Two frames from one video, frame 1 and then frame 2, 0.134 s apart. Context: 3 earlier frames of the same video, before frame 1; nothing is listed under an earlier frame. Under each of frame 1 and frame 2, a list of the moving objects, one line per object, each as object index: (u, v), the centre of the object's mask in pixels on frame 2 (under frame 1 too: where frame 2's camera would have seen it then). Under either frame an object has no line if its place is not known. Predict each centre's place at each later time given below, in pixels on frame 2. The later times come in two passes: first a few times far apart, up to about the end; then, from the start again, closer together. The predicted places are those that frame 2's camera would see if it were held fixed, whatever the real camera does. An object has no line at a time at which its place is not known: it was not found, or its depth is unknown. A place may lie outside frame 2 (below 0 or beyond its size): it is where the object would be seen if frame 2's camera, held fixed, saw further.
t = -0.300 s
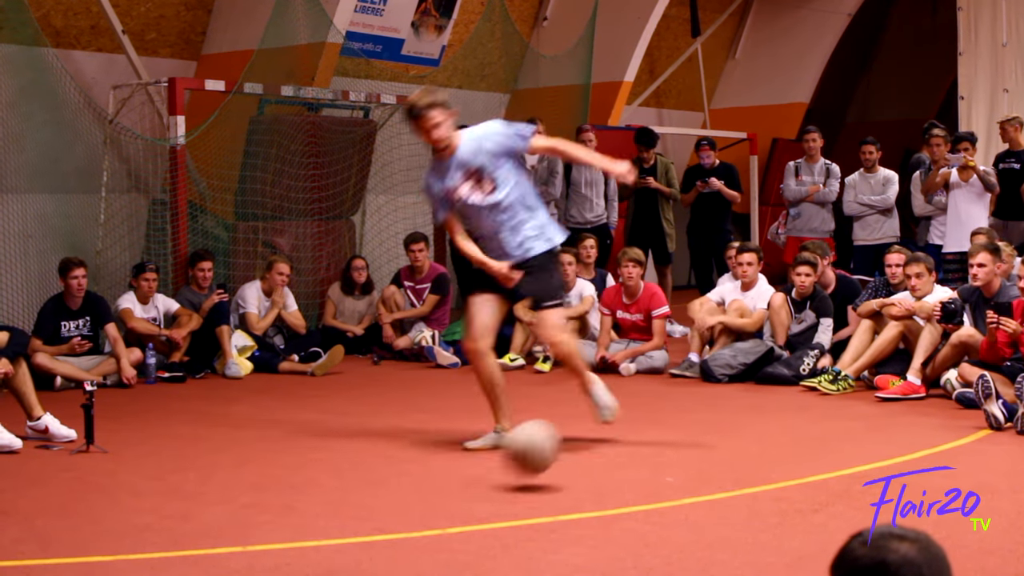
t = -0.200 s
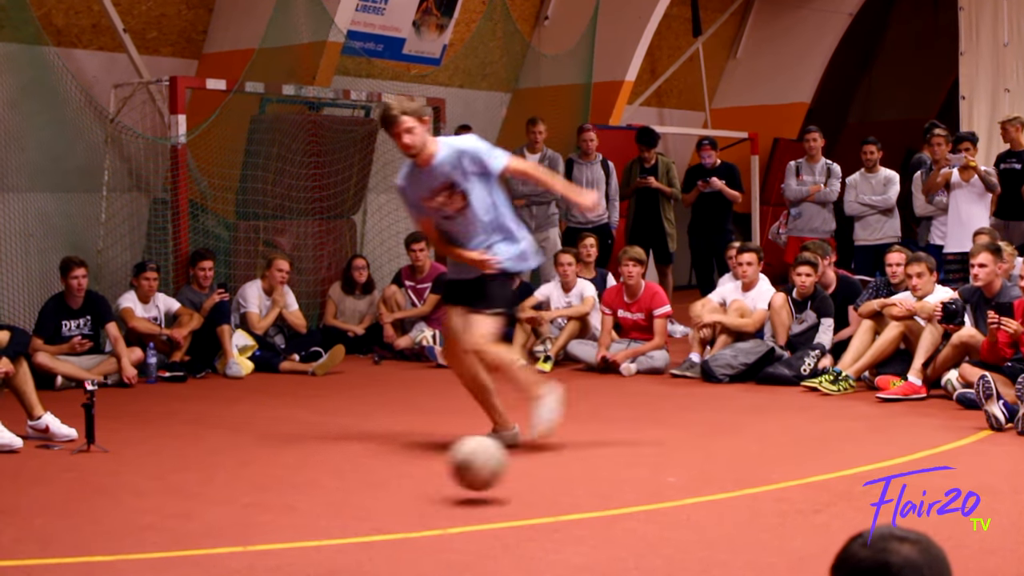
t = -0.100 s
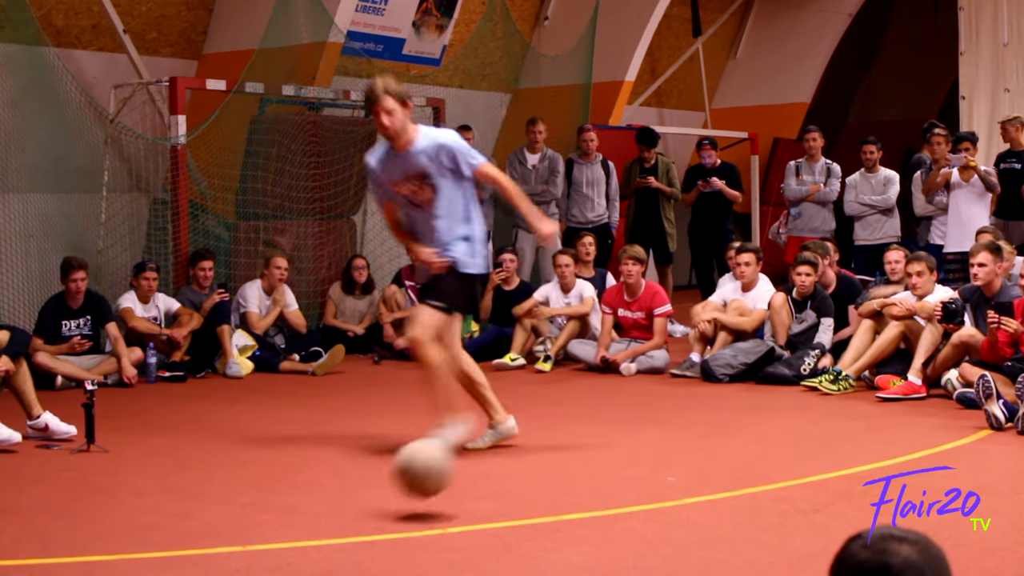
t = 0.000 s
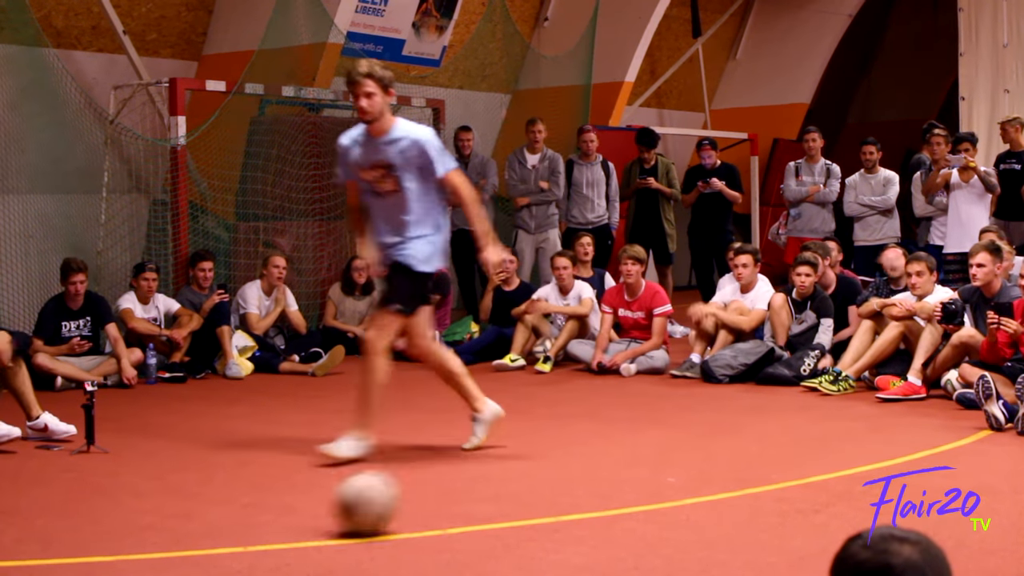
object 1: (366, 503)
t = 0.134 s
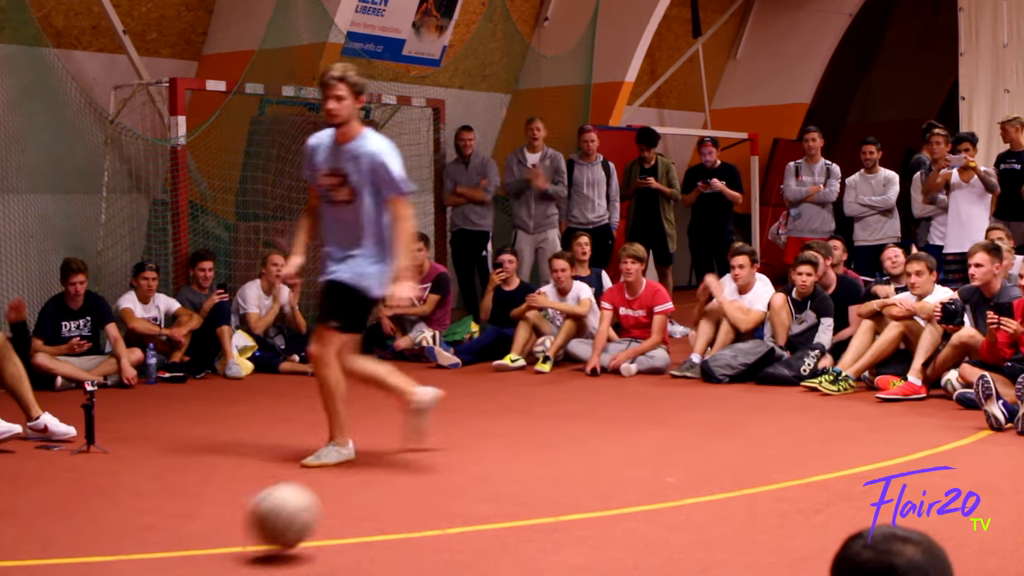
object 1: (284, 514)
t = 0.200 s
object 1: (238, 534)
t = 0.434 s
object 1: (57, 561)
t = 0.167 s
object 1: (262, 526)
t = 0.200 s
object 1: (238, 534)
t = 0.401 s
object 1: (86, 556)
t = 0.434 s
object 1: (57, 561)
